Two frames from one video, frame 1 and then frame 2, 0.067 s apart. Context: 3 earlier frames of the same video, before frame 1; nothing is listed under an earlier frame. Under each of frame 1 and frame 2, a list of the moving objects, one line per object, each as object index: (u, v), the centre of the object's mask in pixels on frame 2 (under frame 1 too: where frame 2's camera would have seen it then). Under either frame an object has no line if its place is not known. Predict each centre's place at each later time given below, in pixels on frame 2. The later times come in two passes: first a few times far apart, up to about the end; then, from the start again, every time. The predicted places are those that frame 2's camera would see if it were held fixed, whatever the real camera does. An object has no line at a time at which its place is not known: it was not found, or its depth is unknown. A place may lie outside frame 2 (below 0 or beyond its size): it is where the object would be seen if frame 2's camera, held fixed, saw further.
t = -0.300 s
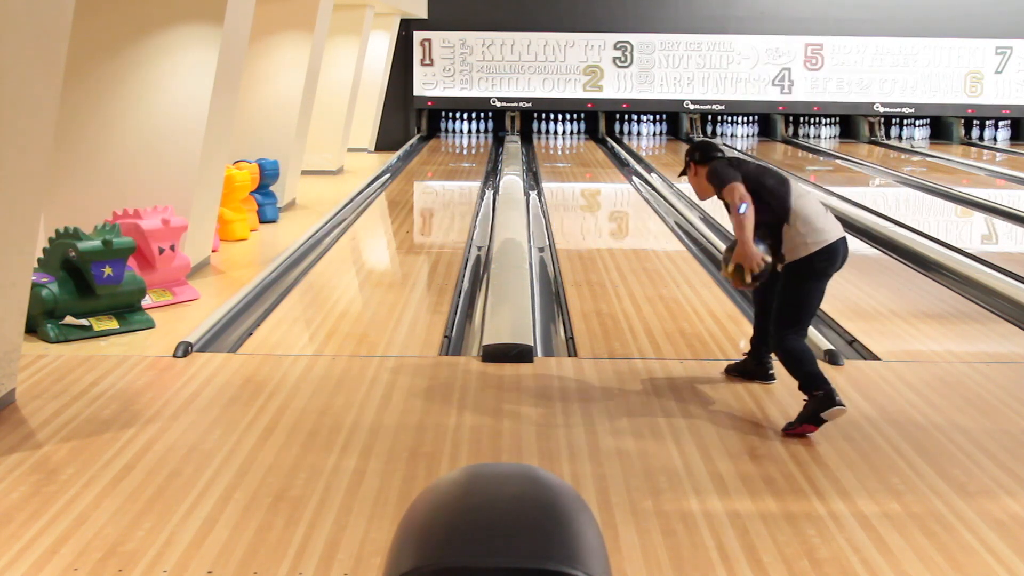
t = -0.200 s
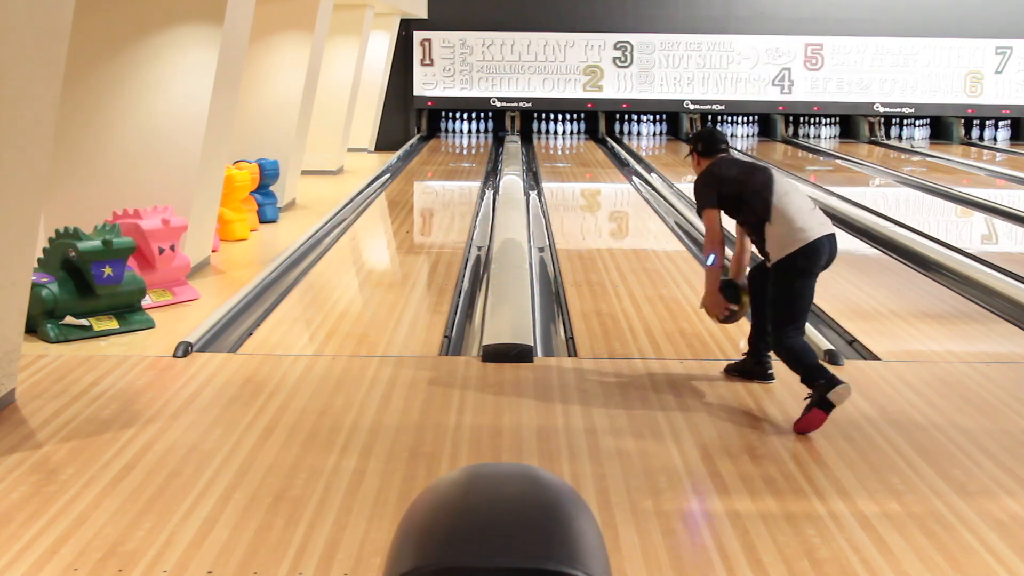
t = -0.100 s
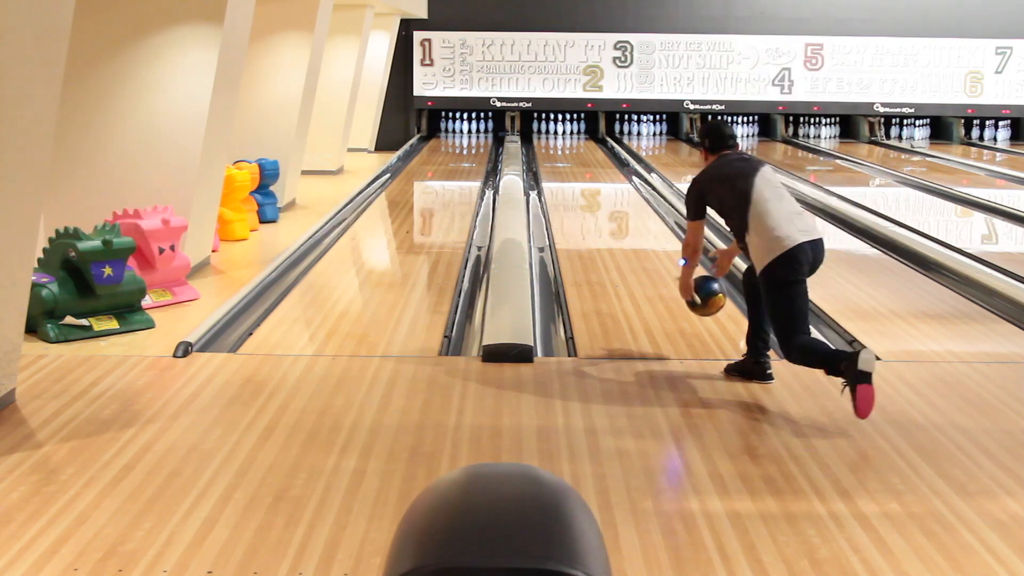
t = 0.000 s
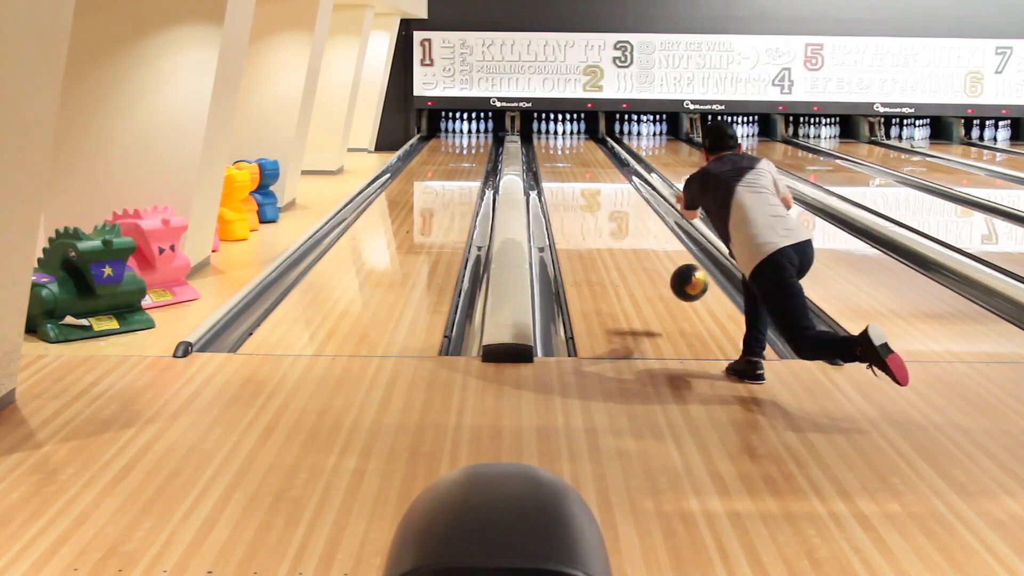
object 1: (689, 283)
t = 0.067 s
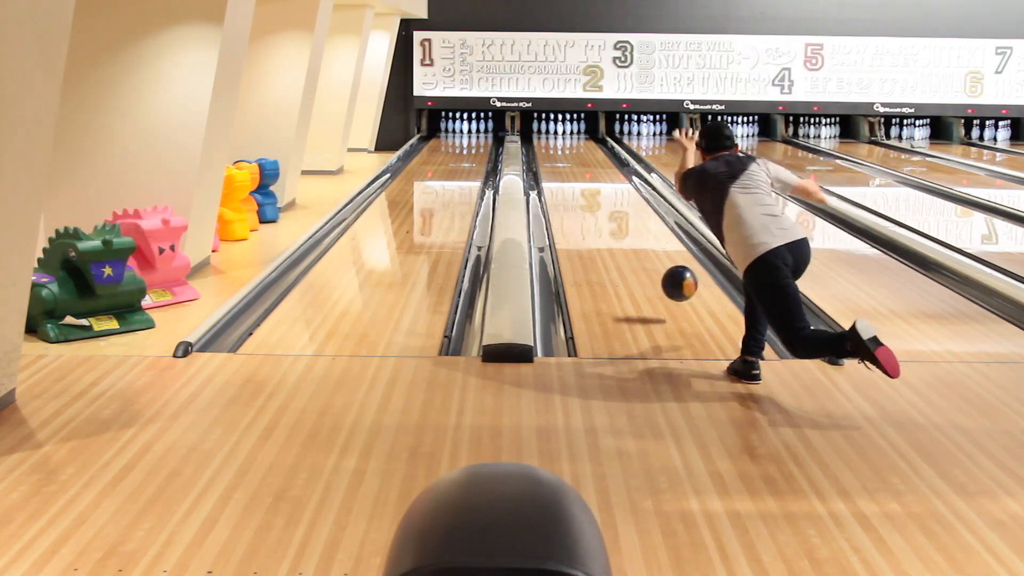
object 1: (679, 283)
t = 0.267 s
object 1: (655, 273)
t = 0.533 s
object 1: (632, 241)
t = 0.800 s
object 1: (615, 218)
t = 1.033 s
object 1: (604, 201)
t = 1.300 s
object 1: (594, 186)
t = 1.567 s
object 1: (586, 174)
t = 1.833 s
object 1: (581, 164)
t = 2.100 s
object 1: (577, 155)
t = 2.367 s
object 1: (574, 148)
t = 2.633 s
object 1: (574, 142)
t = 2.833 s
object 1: (578, 139)
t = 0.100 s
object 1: (674, 286)
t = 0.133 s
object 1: (670, 291)
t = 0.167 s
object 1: (666, 285)
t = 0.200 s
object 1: (662, 279)
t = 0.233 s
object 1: (658, 275)
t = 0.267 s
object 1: (655, 273)
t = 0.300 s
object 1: (652, 267)
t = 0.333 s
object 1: (648, 263)
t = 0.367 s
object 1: (645, 259)
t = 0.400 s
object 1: (642, 256)
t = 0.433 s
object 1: (640, 252)
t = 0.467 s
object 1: (637, 248)
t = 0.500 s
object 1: (634, 245)
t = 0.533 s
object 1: (632, 241)
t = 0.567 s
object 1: (629, 238)
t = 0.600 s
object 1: (627, 235)
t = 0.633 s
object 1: (625, 232)
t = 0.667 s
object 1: (623, 229)
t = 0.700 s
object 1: (621, 226)
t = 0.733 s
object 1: (619, 223)
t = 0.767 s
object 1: (617, 220)
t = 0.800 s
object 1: (615, 218)
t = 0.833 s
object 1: (613, 215)
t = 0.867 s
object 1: (606, 209)
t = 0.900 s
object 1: (610, 210)
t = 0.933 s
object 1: (608, 208)
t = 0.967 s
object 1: (607, 206)
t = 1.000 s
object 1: (605, 203)
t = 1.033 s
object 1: (604, 201)
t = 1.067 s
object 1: (603, 199)
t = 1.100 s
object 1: (601, 197)
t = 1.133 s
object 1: (600, 195)
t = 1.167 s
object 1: (599, 193)
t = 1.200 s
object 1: (597, 192)
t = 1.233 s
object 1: (596, 190)
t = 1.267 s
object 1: (595, 188)
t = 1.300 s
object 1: (594, 186)
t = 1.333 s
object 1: (593, 185)
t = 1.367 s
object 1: (592, 183)
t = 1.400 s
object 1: (591, 181)
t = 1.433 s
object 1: (590, 180)
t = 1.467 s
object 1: (589, 178)
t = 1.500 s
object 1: (588, 177)
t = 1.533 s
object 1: (588, 176)
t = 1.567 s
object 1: (586, 174)
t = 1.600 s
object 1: (586, 173)
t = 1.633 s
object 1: (585, 171)
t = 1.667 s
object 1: (584, 170)
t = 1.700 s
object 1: (584, 169)
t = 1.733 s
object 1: (583, 168)
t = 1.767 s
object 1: (582, 166)
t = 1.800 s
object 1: (581, 165)
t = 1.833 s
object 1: (581, 164)
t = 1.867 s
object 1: (581, 163)
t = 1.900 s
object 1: (580, 162)
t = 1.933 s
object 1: (579, 161)
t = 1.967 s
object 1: (578, 160)
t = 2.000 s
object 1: (578, 159)
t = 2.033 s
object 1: (578, 158)
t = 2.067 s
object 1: (578, 157)
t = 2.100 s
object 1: (577, 155)
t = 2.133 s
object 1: (576, 155)
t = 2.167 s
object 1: (576, 154)
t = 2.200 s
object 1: (575, 153)
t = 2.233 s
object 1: (575, 152)
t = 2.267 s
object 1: (575, 151)
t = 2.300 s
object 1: (575, 150)
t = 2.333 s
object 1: (574, 149)
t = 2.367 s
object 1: (574, 148)
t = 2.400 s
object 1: (574, 148)
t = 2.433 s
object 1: (573, 147)
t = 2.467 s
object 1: (573, 146)
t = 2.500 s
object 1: (574, 146)
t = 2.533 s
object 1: (574, 145)
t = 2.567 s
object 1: (574, 144)
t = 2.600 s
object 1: (574, 143)
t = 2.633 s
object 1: (574, 142)
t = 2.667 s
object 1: (575, 142)
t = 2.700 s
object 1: (575, 141)
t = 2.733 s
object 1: (575, 141)
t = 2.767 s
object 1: (576, 140)
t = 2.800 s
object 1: (577, 139)
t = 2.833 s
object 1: (578, 139)
